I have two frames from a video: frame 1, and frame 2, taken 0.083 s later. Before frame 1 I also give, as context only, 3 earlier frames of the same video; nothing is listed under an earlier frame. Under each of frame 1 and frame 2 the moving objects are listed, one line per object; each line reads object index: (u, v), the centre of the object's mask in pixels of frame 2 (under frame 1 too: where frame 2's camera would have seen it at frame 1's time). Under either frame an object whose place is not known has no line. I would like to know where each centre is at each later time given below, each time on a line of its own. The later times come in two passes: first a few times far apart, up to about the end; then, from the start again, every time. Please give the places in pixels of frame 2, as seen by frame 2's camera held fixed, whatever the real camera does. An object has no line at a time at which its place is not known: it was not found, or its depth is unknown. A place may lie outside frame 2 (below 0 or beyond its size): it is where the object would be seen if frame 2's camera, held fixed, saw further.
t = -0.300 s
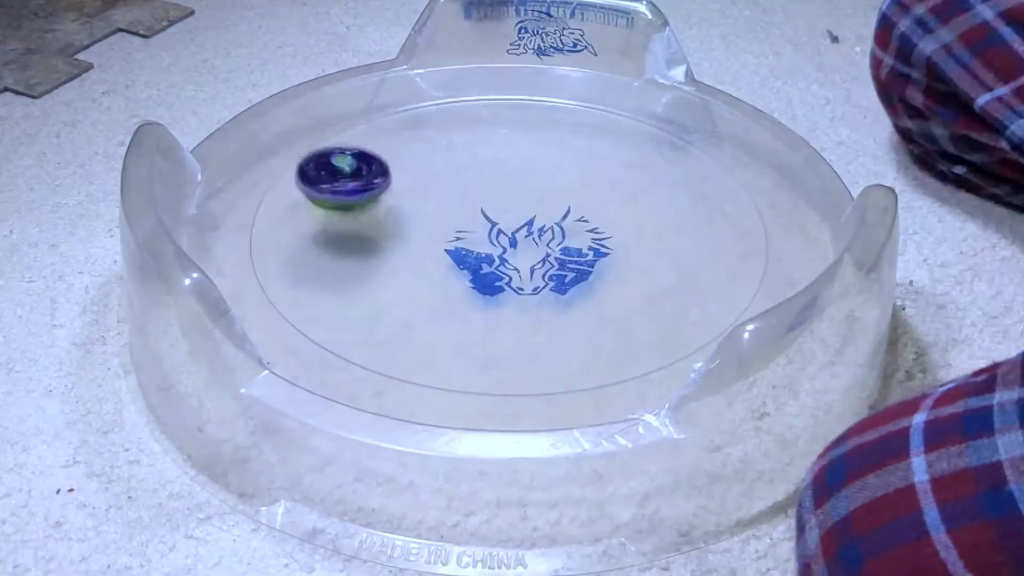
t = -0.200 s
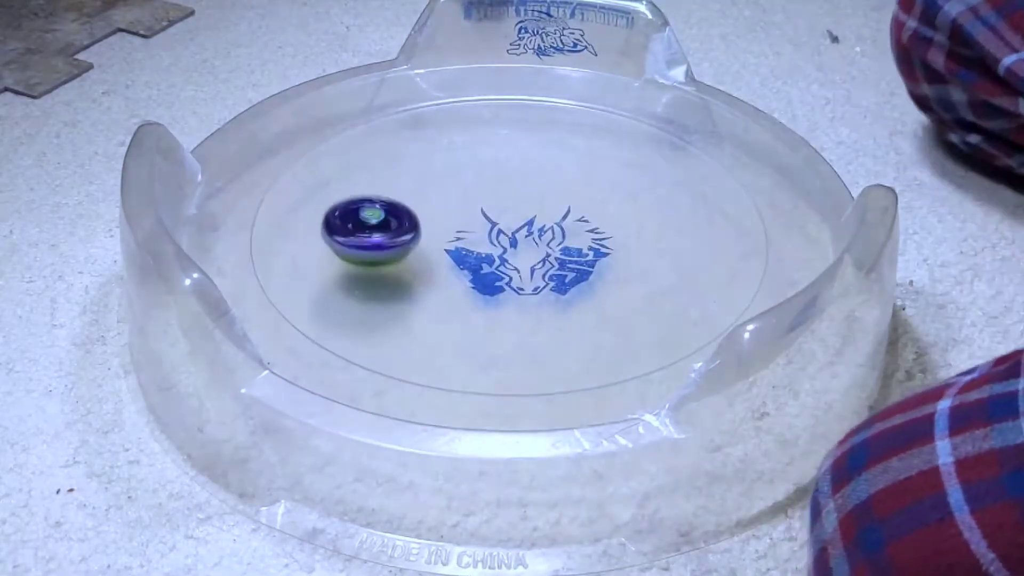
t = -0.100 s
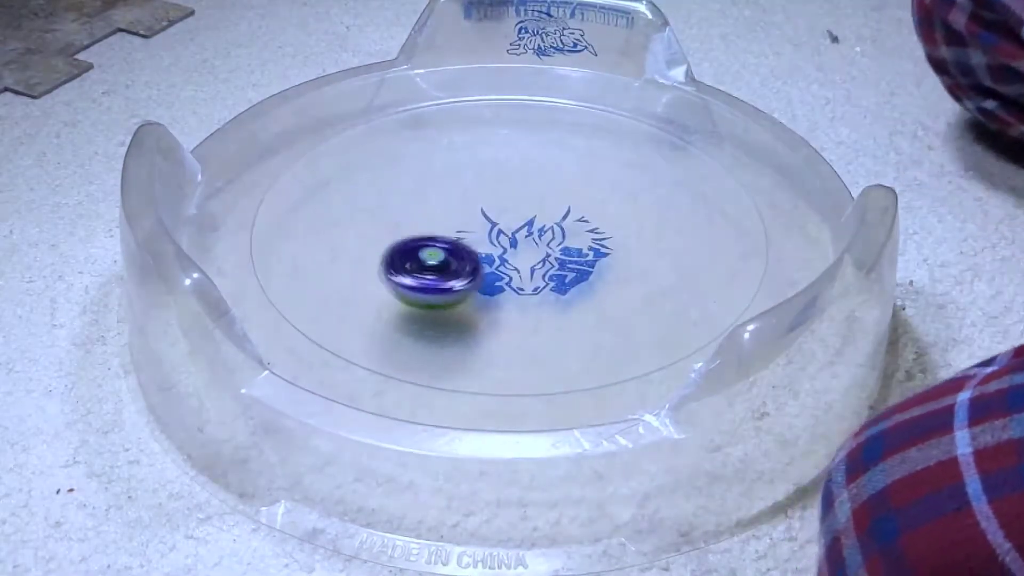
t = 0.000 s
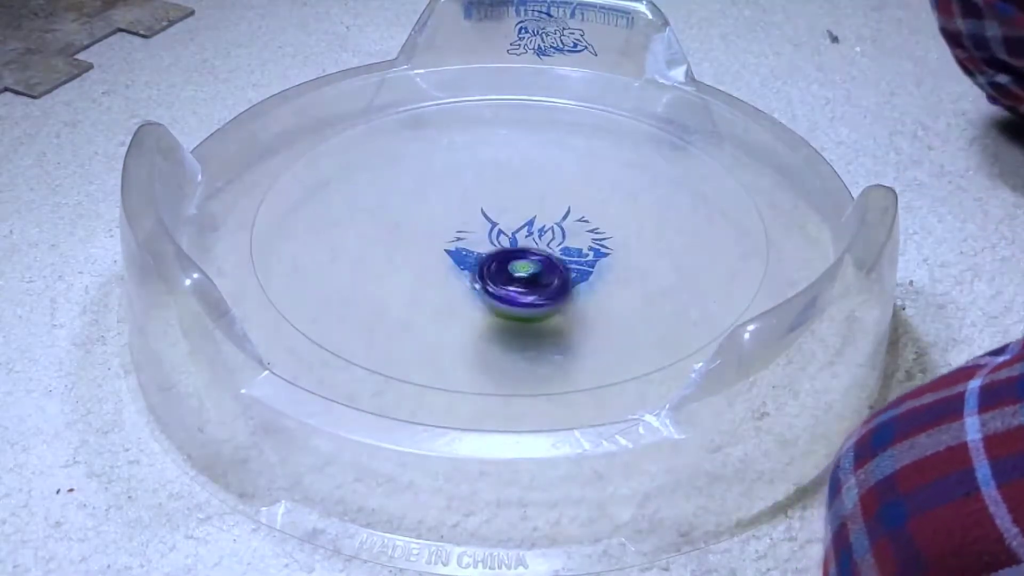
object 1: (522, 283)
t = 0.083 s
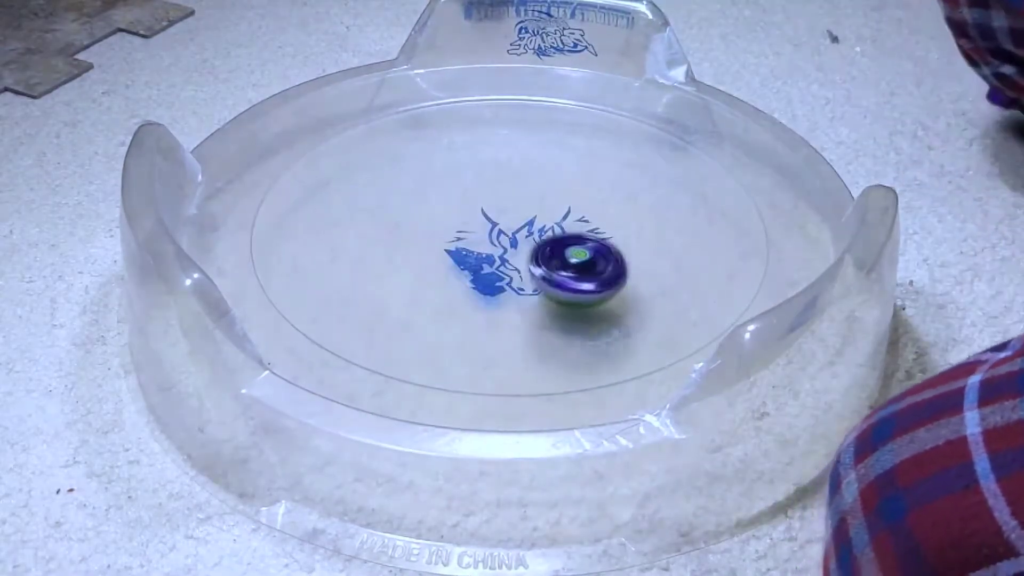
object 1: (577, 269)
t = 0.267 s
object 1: (596, 194)
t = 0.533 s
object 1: (466, 159)
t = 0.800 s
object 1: (429, 256)
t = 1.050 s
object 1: (594, 245)
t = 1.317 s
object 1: (584, 145)
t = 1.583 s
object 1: (424, 182)
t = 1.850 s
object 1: (499, 271)
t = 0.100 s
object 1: (583, 263)
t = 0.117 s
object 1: (588, 259)
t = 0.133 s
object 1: (591, 252)
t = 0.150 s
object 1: (595, 245)
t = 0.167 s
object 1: (596, 238)
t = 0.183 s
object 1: (599, 231)
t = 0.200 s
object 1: (601, 223)
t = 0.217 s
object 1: (601, 216)
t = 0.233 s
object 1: (600, 208)
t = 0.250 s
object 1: (598, 201)
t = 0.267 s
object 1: (596, 194)
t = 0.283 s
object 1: (593, 187)
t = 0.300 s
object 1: (589, 182)
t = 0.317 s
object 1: (584, 177)
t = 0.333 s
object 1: (579, 171)
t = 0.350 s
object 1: (572, 168)
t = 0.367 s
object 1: (565, 163)
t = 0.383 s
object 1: (557, 160)
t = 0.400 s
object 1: (549, 158)
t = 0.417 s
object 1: (538, 157)
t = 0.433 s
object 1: (527, 156)
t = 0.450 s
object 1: (517, 155)
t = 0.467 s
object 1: (506, 155)
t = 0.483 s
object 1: (497, 156)
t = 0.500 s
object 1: (487, 157)
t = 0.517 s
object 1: (476, 158)
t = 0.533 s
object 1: (466, 159)
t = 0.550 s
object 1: (455, 161)
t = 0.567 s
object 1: (445, 163)
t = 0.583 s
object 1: (435, 167)
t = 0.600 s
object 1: (425, 171)
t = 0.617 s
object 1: (416, 177)
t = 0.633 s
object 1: (408, 183)
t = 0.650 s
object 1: (403, 190)
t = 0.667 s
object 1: (400, 196)
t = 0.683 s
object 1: (398, 205)
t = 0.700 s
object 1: (398, 213)
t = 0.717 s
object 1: (399, 222)
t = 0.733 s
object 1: (402, 228)
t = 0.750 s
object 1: (407, 235)
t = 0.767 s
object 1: (413, 243)
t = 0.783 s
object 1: (420, 249)
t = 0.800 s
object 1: (429, 256)
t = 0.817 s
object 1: (439, 261)
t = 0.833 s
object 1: (449, 265)
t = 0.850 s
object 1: (461, 269)
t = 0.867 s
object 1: (471, 271)
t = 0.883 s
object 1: (482, 273)
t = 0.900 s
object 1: (494, 273)
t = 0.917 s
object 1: (504, 273)
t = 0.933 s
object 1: (515, 271)
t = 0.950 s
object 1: (526, 269)
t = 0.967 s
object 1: (542, 267)
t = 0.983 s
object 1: (552, 262)
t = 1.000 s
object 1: (563, 259)
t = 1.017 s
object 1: (574, 254)
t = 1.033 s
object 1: (584, 250)
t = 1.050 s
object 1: (594, 245)
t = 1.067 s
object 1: (602, 238)
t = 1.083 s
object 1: (610, 232)
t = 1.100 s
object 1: (617, 226)
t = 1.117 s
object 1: (622, 221)
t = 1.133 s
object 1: (625, 215)
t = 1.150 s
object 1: (627, 208)
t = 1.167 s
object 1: (628, 201)
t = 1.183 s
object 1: (628, 193)
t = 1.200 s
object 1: (627, 186)
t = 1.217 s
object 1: (626, 179)
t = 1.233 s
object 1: (621, 172)
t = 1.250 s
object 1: (616, 165)
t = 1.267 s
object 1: (609, 159)
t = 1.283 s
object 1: (601, 154)
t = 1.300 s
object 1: (593, 149)
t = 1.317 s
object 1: (584, 145)
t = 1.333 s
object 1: (574, 142)
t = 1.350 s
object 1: (564, 140)
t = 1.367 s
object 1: (553, 138)
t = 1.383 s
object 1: (541, 138)
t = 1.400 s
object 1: (530, 137)
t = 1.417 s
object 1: (518, 138)
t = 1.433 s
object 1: (506, 139)
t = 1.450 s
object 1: (495, 141)
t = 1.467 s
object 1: (485, 144)
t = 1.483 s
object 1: (474, 147)
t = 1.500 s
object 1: (463, 152)
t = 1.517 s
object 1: (453, 156)
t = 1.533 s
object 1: (444, 162)
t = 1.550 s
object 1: (436, 168)
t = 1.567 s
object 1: (429, 174)
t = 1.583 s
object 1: (424, 182)
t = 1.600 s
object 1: (420, 188)
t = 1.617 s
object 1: (417, 198)
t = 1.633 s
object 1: (416, 204)
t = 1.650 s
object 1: (415, 213)
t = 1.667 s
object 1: (416, 220)
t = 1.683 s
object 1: (419, 228)
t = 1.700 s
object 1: (424, 236)
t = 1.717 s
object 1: (429, 242)
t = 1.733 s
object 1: (436, 249)
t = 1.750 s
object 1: (443, 254)
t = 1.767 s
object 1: (451, 260)
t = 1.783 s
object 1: (460, 262)
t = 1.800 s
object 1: (468, 266)
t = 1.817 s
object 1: (477, 267)
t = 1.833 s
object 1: (487, 268)
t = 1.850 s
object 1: (499, 271)
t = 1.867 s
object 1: (509, 270)
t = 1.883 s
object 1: (519, 271)
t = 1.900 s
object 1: (531, 272)
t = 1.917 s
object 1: (544, 272)
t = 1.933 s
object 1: (557, 271)
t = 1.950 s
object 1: (569, 270)
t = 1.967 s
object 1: (581, 268)
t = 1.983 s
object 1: (592, 265)
